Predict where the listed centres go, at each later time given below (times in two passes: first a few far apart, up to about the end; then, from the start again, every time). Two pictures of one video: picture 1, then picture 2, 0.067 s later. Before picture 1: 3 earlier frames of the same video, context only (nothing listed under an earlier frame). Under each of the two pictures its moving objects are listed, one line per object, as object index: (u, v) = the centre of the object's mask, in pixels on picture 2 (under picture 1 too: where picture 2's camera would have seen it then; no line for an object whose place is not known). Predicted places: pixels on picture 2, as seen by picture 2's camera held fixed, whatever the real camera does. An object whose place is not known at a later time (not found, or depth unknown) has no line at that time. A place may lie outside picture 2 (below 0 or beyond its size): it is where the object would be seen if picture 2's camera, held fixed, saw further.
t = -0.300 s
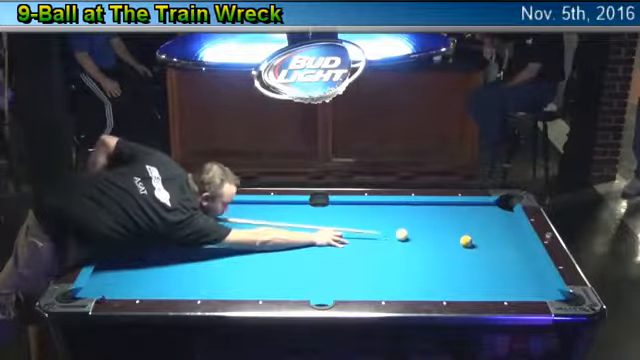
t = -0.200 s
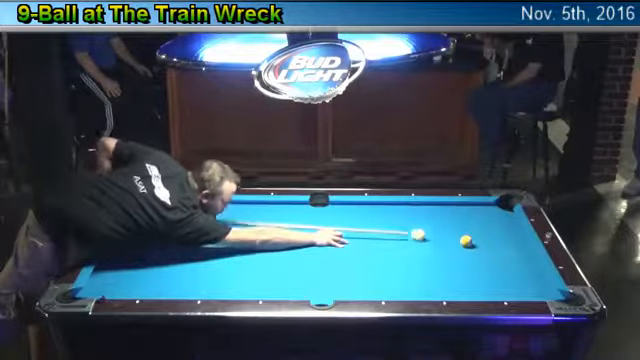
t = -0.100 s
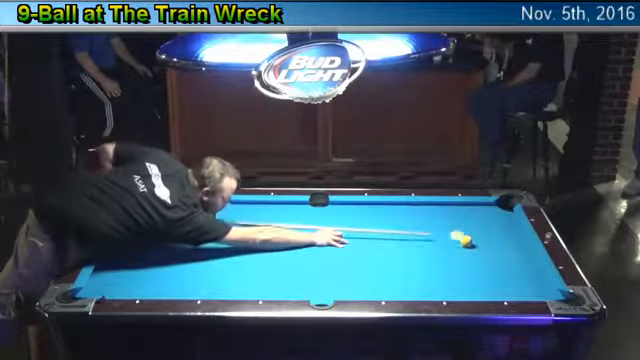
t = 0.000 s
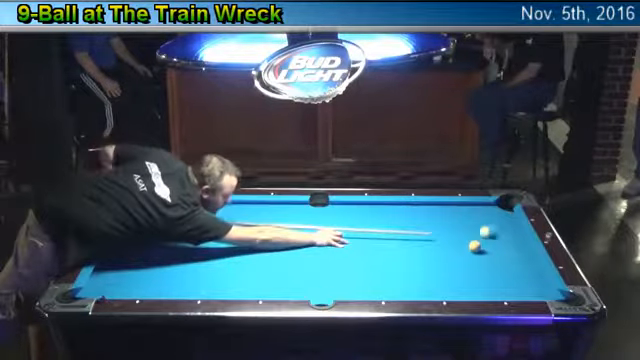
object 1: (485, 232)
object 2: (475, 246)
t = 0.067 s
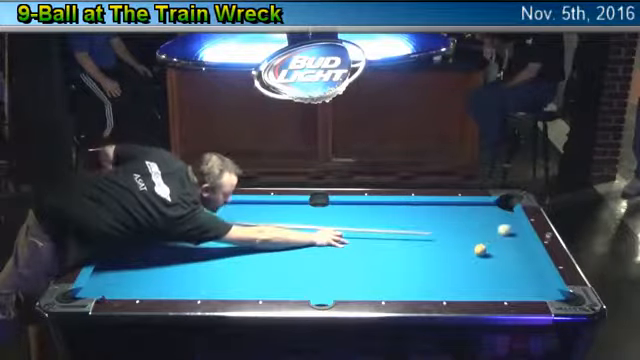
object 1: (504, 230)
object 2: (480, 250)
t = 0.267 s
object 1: (492, 226)
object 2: (495, 260)
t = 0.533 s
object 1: (454, 224)
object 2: (518, 273)
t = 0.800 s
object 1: (420, 222)
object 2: (537, 285)
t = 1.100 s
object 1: (381, 219)
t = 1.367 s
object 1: (350, 217)
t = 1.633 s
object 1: (319, 215)
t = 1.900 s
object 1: (293, 213)
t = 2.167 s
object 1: (266, 212)
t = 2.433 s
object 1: (243, 210)
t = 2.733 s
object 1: (217, 208)
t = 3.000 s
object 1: (197, 207)
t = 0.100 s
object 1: (513, 229)
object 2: (482, 251)
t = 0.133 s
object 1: (514, 228)
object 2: (485, 253)
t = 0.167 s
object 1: (507, 228)
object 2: (487, 254)
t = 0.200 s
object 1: (502, 227)
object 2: (490, 256)
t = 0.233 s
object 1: (496, 227)
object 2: (493, 258)
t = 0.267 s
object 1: (492, 226)
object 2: (495, 260)
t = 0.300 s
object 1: (487, 226)
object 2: (498, 261)
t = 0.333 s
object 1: (483, 226)
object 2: (500, 263)
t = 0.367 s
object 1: (478, 225)
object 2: (503, 264)
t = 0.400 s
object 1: (474, 225)
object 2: (506, 266)
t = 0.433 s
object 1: (469, 225)
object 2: (508, 268)
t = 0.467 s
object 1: (464, 225)
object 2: (512, 269)
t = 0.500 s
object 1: (459, 224)
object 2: (514, 270)
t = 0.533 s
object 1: (454, 224)
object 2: (518, 273)
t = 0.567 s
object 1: (450, 223)
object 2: (520, 274)
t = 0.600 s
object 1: (446, 223)
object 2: (522, 276)
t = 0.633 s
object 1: (441, 223)
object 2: (525, 278)
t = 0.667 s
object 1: (437, 223)
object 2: (528, 279)
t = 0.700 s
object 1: (432, 223)
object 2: (530, 281)
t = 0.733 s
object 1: (428, 222)
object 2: (533, 282)
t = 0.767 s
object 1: (423, 222)
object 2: (535, 284)
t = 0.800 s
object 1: (420, 222)
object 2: (537, 285)
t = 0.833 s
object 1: (415, 221)
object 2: (539, 287)
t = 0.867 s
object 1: (411, 221)
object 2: (542, 289)
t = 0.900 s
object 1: (406, 221)
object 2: (545, 290)
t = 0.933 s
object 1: (403, 220)
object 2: (548, 292)
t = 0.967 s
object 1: (398, 220)
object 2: (551, 293)
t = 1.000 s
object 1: (394, 220)
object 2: (553, 295)
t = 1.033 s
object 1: (390, 219)
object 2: (555, 298)
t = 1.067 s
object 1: (386, 219)
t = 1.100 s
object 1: (381, 219)
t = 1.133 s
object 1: (378, 219)
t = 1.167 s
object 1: (373, 218)
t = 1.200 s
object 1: (370, 218)
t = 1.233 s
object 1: (365, 218)
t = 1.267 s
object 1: (362, 217)
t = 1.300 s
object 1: (358, 217)
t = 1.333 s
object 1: (354, 217)
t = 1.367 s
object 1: (350, 217)
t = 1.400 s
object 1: (346, 216)
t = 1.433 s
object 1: (343, 216)
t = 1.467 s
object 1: (339, 216)
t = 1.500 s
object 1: (335, 216)
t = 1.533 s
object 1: (331, 215)
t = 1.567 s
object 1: (328, 215)
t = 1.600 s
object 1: (324, 215)
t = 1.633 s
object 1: (319, 215)
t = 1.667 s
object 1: (317, 215)
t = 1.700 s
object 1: (313, 214)
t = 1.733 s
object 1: (310, 214)
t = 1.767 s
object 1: (306, 214)
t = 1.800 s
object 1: (303, 214)
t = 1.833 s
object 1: (299, 213)
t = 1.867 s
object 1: (296, 213)
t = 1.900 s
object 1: (293, 213)
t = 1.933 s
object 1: (289, 213)
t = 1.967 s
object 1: (286, 213)
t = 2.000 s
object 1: (283, 213)
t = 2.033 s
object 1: (279, 213)
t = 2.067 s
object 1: (277, 212)
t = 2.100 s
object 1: (273, 212)
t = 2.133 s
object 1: (270, 212)
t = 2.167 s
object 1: (266, 212)
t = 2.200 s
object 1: (263, 211)
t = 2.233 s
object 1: (261, 211)
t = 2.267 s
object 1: (256, 211)
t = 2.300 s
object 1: (253, 211)
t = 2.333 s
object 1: (251, 211)
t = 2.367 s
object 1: (248, 210)
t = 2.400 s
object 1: (245, 210)
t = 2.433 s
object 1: (243, 210)
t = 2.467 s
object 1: (240, 210)
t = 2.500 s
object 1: (237, 209)
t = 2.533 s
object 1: (234, 209)
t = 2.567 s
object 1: (231, 209)
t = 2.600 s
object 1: (228, 208)
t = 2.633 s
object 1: (225, 208)
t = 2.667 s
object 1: (222, 208)
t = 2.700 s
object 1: (220, 208)
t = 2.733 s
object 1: (217, 208)
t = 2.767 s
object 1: (215, 208)
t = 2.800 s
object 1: (212, 208)
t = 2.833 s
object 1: (209, 207)
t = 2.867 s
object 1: (207, 207)
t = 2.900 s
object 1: (204, 207)
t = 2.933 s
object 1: (202, 207)
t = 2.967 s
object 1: (199, 207)
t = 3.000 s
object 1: (197, 207)
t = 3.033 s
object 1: (194, 206)
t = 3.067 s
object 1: (192, 206)
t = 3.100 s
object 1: (189, 206)
